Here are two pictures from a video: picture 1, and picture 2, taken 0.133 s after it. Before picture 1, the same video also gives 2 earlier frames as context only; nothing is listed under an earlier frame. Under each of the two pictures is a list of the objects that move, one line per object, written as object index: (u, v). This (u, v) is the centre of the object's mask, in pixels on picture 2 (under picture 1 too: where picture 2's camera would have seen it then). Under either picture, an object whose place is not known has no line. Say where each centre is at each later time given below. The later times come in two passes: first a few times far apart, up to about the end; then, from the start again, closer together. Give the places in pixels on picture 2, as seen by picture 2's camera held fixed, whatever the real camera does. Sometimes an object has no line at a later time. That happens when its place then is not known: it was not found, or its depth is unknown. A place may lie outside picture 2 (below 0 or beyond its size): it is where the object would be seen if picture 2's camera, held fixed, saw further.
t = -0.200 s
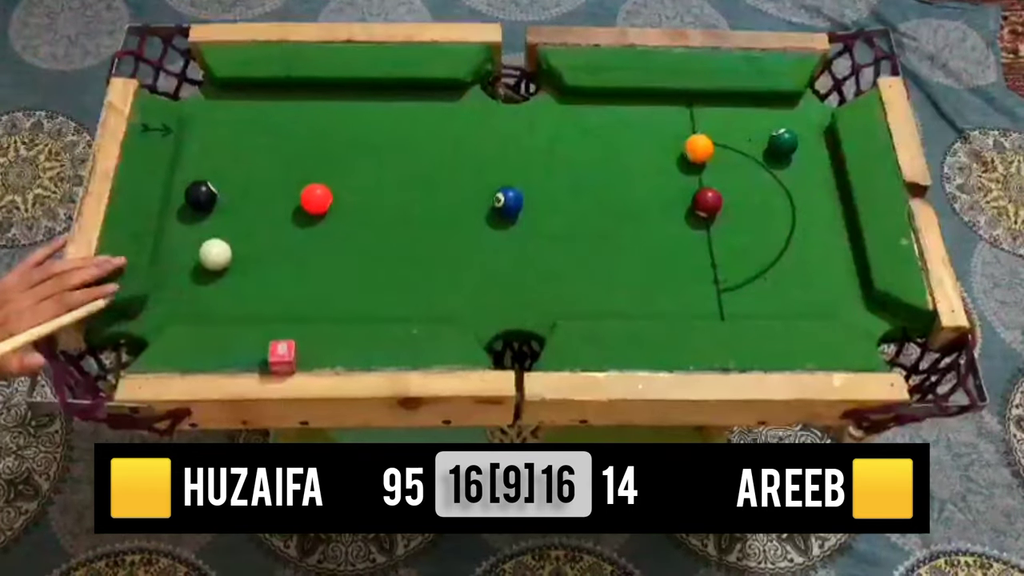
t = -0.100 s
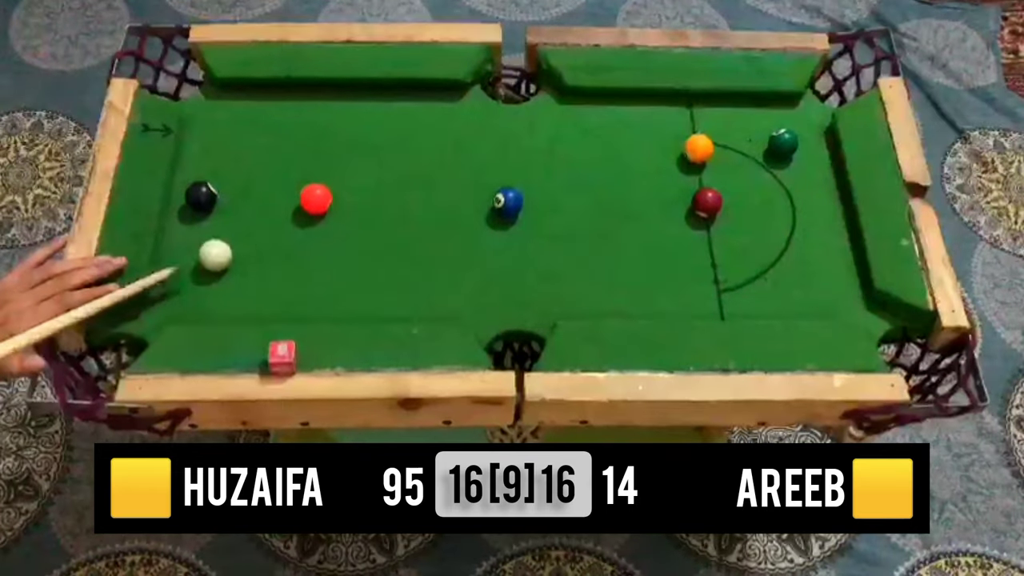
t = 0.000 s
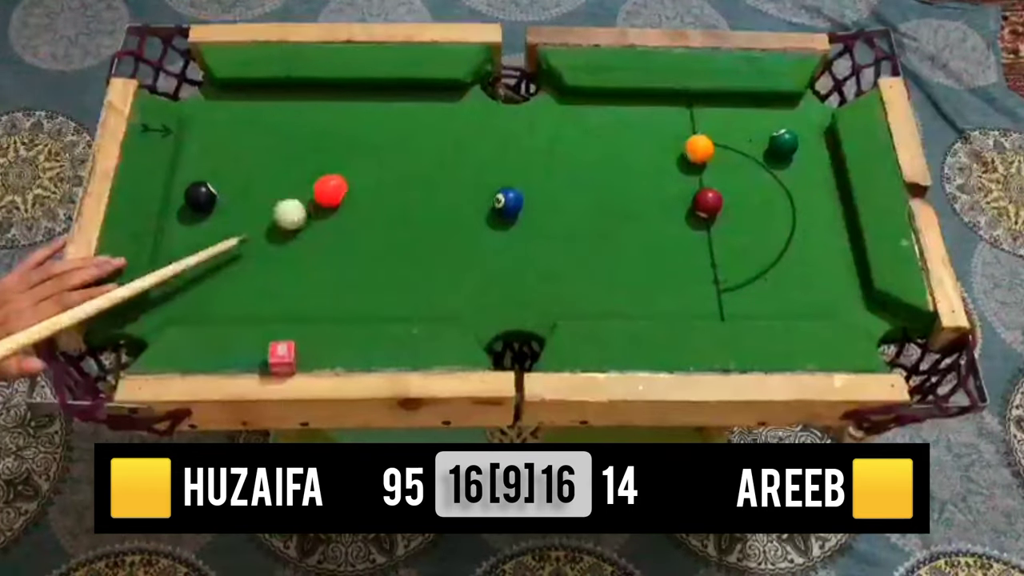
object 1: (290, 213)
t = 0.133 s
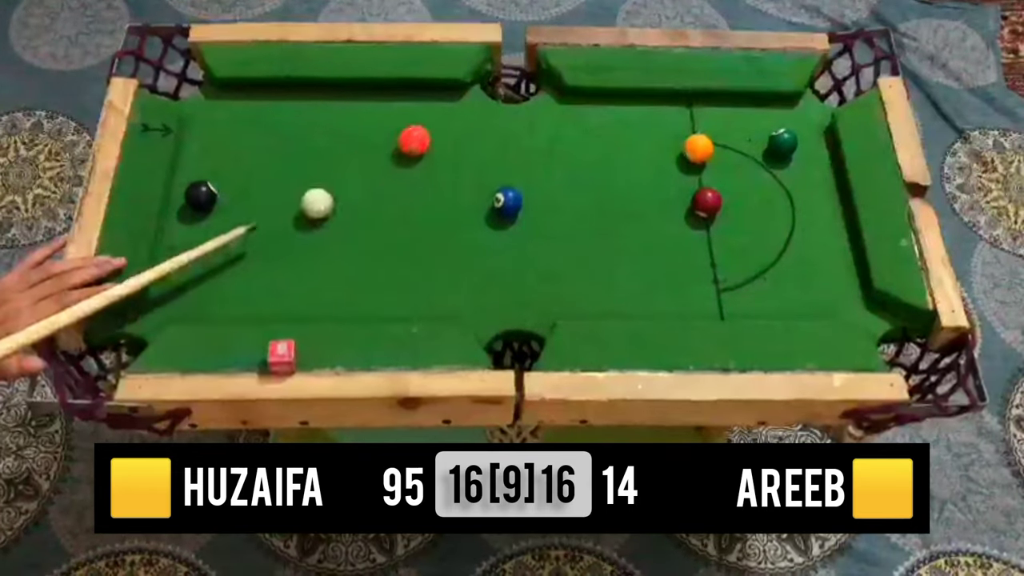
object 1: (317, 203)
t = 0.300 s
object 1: (352, 186)
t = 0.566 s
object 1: (392, 168)
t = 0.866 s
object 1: (420, 155)
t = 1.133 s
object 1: (425, 150)
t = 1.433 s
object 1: (425, 150)
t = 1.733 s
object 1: (425, 150)
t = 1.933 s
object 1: (425, 150)
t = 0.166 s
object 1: (320, 201)
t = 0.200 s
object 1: (332, 196)
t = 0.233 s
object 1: (339, 193)
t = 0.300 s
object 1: (352, 186)
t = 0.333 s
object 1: (358, 183)
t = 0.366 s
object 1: (361, 182)
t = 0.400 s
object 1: (370, 178)
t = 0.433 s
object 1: (376, 175)
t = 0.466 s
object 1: (378, 174)
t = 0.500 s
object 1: (385, 171)
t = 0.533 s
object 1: (390, 169)
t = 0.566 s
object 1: (392, 168)
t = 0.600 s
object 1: (398, 165)
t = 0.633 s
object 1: (402, 163)
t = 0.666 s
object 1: (403, 162)
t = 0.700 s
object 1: (409, 160)
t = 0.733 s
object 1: (412, 159)
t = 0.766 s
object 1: (413, 158)
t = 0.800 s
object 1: (417, 156)
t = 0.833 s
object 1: (419, 155)
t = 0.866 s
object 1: (420, 155)
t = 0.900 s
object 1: (422, 153)
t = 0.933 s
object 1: (423, 152)
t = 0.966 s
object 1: (423, 152)
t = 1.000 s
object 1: (424, 151)
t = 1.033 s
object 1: (425, 150)
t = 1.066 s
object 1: (425, 150)
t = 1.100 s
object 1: (425, 150)
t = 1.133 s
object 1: (425, 150)
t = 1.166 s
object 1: (425, 150)
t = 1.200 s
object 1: (425, 149)
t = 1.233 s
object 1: (425, 150)
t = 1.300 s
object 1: (425, 150)
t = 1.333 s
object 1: (425, 150)
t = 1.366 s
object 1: (425, 150)
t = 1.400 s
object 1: (425, 150)
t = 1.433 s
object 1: (425, 150)
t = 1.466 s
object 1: (425, 150)
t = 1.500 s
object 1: (425, 150)
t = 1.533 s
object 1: (425, 150)
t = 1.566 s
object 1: (425, 150)
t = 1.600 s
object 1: (425, 149)
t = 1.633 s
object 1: (425, 150)
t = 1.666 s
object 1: (425, 150)
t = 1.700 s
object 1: (425, 150)
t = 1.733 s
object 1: (425, 150)
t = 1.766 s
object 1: (425, 150)
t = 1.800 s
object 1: (425, 150)
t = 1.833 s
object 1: (425, 150)
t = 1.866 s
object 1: (425, 150)
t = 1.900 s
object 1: (425, 150)
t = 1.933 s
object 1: (425, 150)
